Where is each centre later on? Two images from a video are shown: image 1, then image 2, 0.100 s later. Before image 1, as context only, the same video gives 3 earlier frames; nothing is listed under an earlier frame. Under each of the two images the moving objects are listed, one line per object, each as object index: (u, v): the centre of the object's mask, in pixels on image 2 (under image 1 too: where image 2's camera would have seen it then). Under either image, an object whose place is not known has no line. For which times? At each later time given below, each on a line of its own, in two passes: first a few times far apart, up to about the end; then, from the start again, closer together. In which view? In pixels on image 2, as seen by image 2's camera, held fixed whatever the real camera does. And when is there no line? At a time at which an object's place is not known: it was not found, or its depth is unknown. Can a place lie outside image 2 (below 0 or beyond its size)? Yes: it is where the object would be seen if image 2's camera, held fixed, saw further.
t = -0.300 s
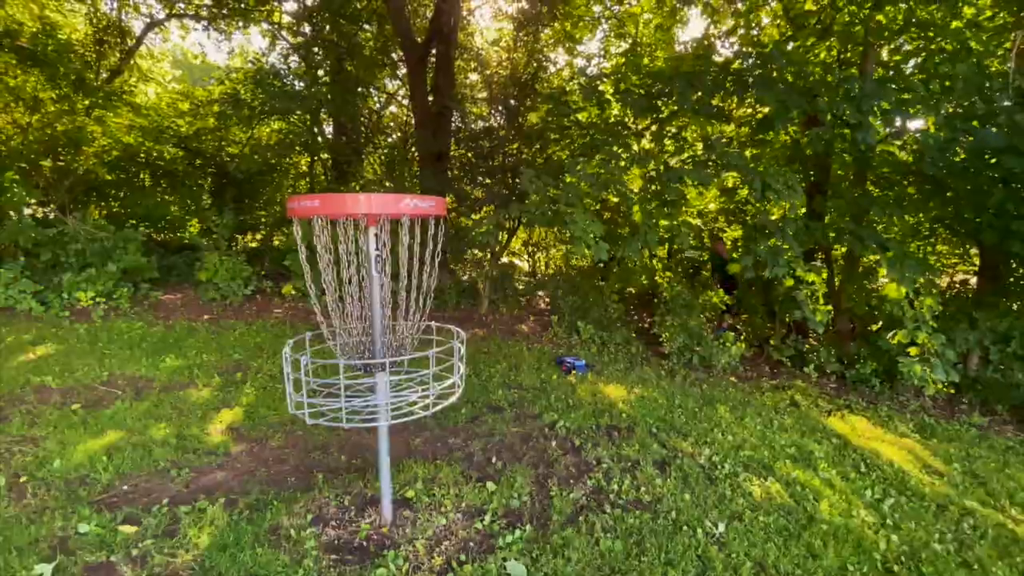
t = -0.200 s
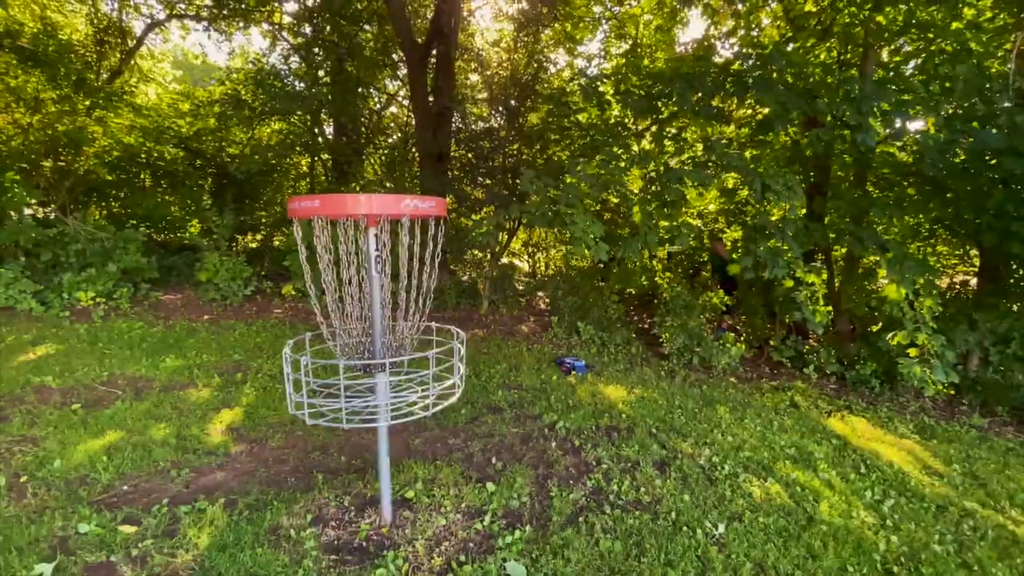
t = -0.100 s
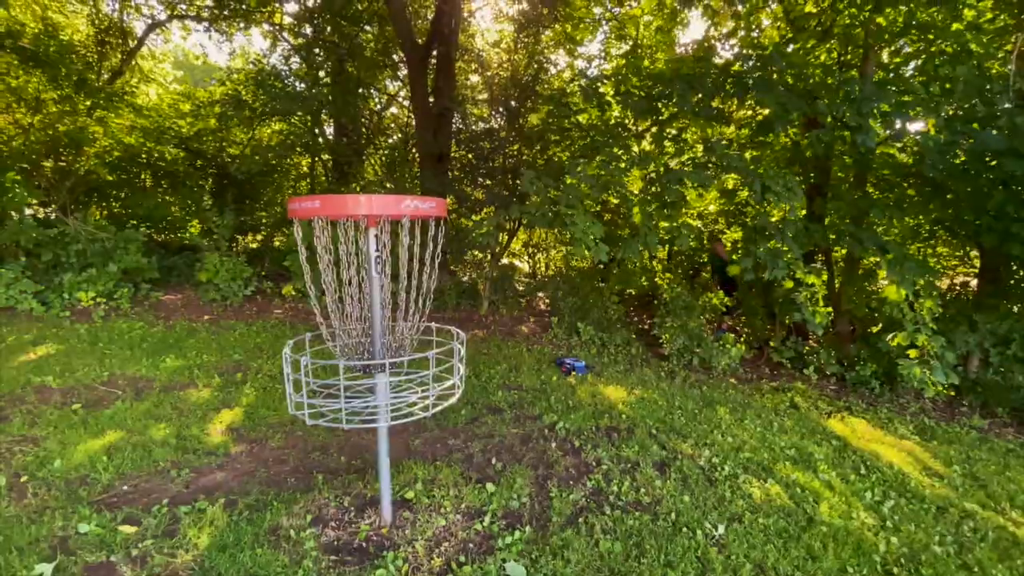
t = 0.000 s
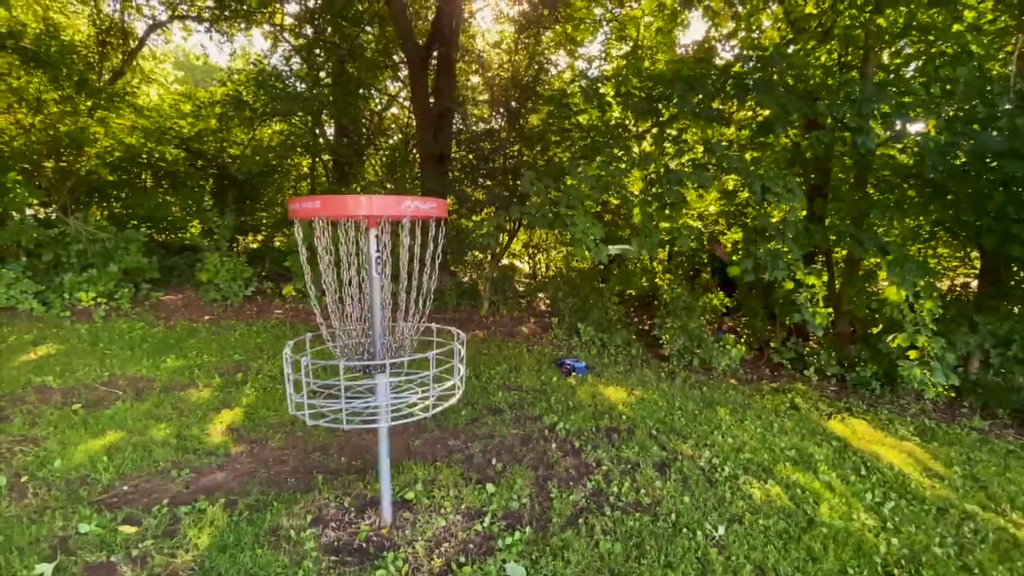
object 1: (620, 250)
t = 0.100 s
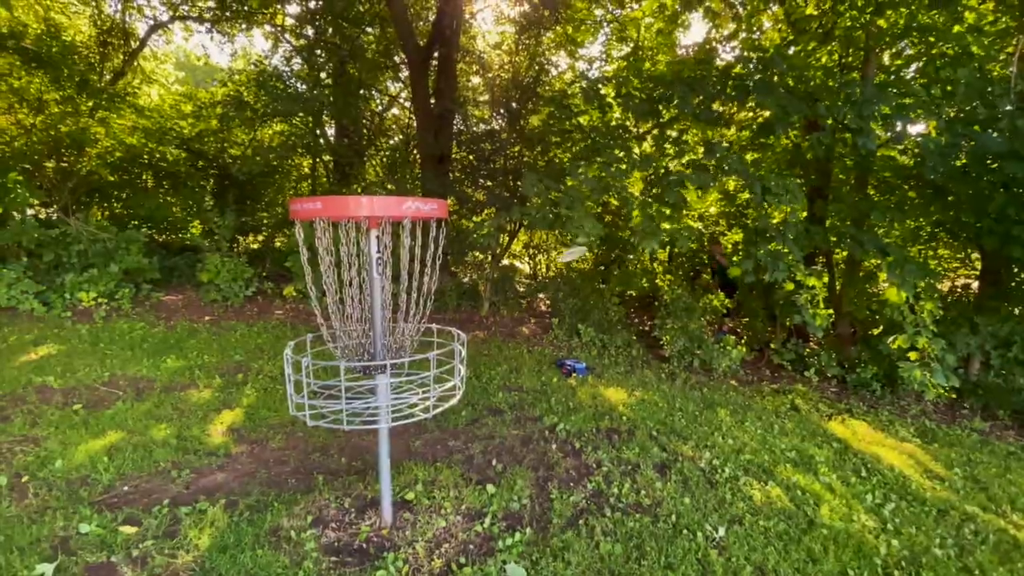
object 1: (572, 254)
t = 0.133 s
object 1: (552, 257)
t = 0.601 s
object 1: (365, 376)
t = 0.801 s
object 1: (401, 372)
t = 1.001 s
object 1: (393, 377)
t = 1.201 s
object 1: (399, 382)
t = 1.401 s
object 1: (399, 382)
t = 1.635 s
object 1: (398, 383)
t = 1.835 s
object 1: (398, 383)
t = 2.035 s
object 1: (396, 382)
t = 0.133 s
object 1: (552, 257)
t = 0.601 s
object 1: (365, 376)
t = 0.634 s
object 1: (373, 371)
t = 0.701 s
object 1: (398, 371)
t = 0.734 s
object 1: (392, 371)
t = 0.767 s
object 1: (401, 371)
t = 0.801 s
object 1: (401, 372)
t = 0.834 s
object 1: (400, 372)
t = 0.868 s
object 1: (400, 373)
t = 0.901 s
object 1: (397, 373)
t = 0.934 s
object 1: (398, 373)
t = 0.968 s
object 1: (397, 375)
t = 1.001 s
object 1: (393, 377)
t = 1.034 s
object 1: (399, 379)
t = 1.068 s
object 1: (399, 379)
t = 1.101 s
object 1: (399, 380)
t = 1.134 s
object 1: (399, 381)
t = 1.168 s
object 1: (399, 381)
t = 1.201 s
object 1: (399, 382)
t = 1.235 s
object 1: (399, 382)
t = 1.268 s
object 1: (399, 382)
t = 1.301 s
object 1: (399, 382)
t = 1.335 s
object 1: (399, 382)
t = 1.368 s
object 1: (399, 382)
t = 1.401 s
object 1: (399, 382)
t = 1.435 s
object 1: (399, 382)
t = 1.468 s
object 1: (399, 382)
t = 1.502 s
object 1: (399, 383)
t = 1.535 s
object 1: (399, 382)
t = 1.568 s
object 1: (390, 382)
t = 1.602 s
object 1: (399, 383)
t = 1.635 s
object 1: (398, 383)
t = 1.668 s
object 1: (398, 383)
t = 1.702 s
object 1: (399, 383)
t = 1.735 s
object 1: (398, 383)
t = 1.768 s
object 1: (398, 383)
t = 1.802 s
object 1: (397, 383)
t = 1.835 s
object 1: (398, 383)
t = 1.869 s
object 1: (390, 383)
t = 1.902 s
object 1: (398, 383)
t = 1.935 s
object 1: (398, 383)
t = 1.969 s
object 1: (398, 383)
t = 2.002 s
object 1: (397, 383)
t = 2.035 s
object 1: (396, 382)
